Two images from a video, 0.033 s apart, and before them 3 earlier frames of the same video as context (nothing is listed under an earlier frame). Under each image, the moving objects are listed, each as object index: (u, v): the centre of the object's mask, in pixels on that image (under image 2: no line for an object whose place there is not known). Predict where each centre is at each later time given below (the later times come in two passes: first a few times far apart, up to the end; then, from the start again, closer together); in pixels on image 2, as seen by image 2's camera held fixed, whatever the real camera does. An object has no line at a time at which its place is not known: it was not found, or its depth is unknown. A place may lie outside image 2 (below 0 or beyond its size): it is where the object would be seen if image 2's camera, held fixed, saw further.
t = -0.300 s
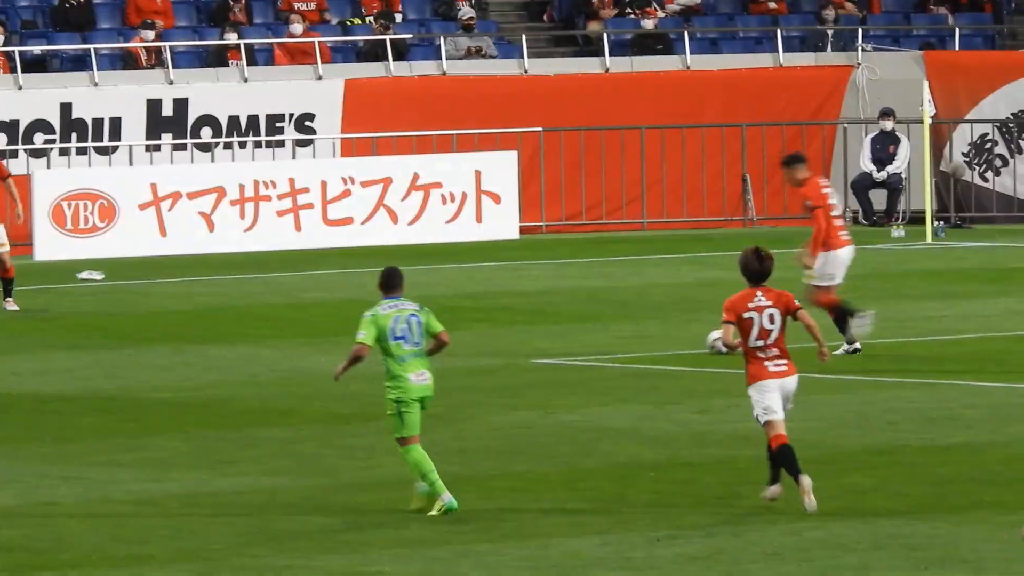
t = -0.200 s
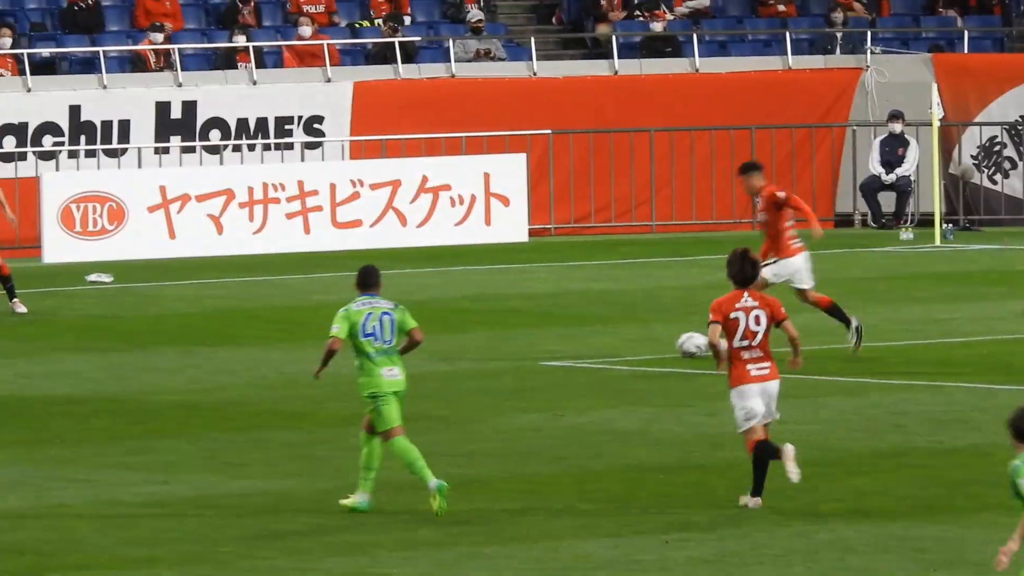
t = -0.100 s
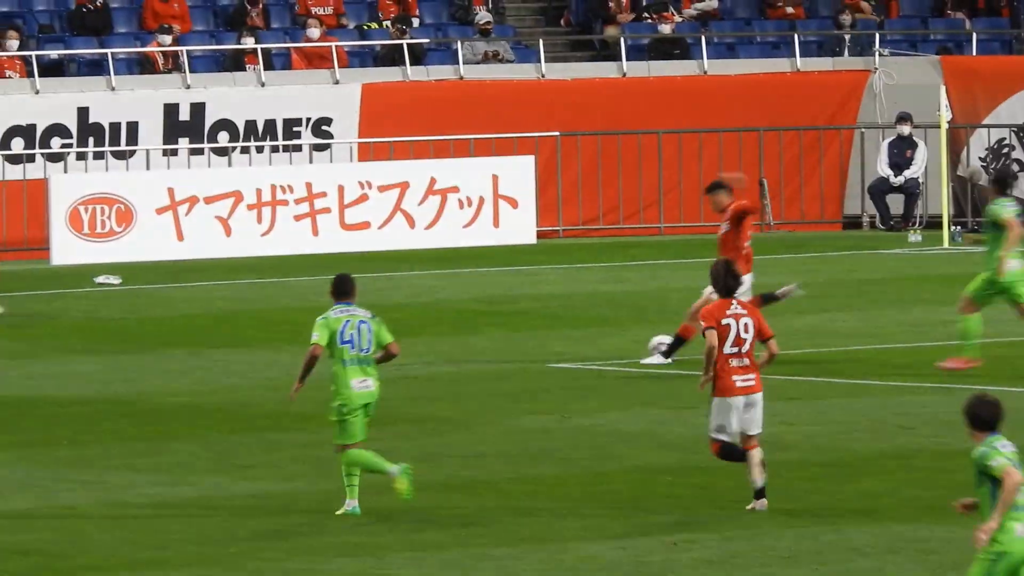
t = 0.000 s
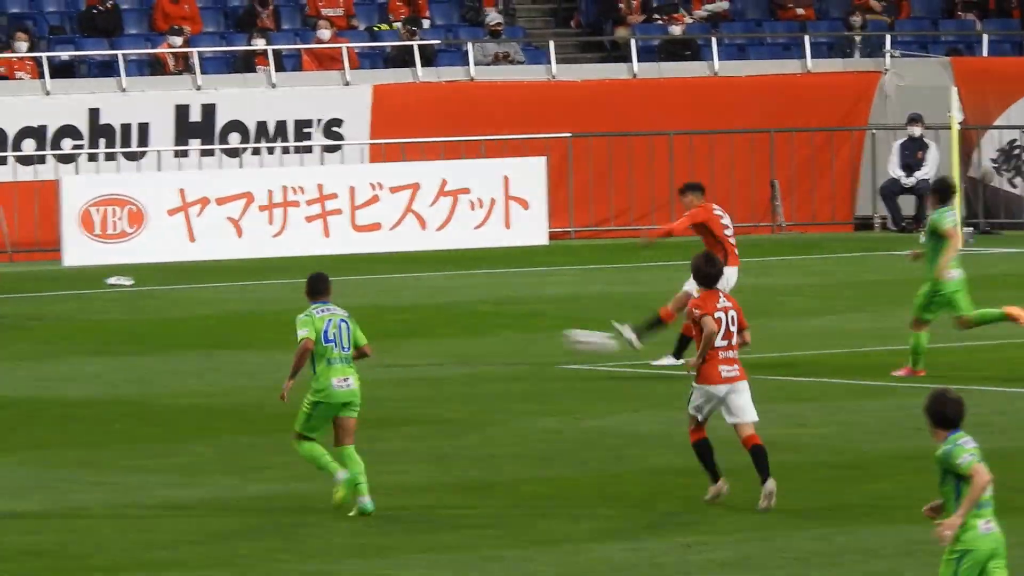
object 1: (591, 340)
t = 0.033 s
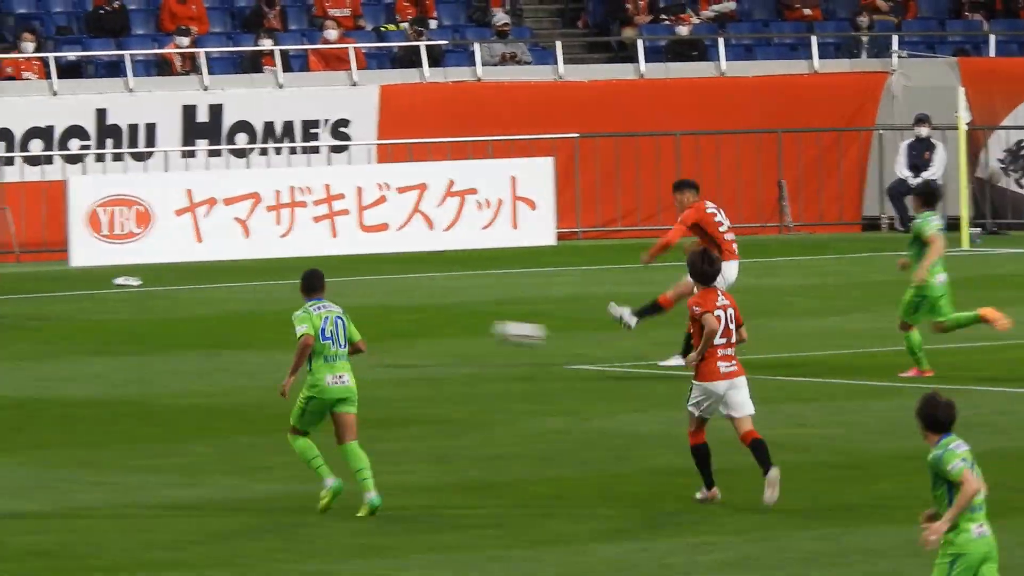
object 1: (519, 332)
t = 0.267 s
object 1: (8, 326)
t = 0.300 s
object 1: (-62, 335)
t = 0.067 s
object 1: (443, 325)
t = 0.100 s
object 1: (369, 320)
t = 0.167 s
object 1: (221, 316)
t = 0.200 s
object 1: (158, 317)
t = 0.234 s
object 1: (82, 321)
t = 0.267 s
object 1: (8, 326)
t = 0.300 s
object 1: (-62, 335)
